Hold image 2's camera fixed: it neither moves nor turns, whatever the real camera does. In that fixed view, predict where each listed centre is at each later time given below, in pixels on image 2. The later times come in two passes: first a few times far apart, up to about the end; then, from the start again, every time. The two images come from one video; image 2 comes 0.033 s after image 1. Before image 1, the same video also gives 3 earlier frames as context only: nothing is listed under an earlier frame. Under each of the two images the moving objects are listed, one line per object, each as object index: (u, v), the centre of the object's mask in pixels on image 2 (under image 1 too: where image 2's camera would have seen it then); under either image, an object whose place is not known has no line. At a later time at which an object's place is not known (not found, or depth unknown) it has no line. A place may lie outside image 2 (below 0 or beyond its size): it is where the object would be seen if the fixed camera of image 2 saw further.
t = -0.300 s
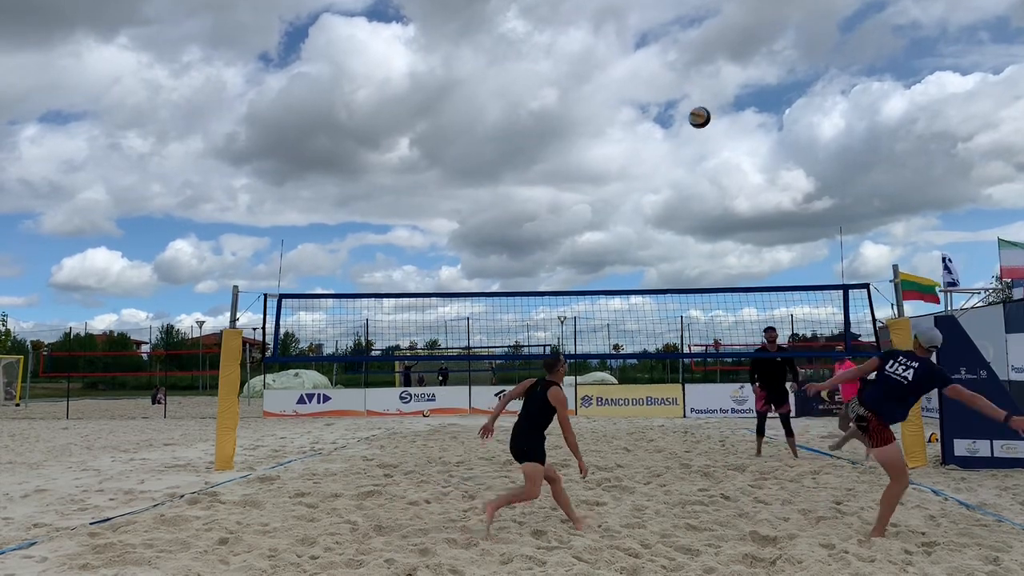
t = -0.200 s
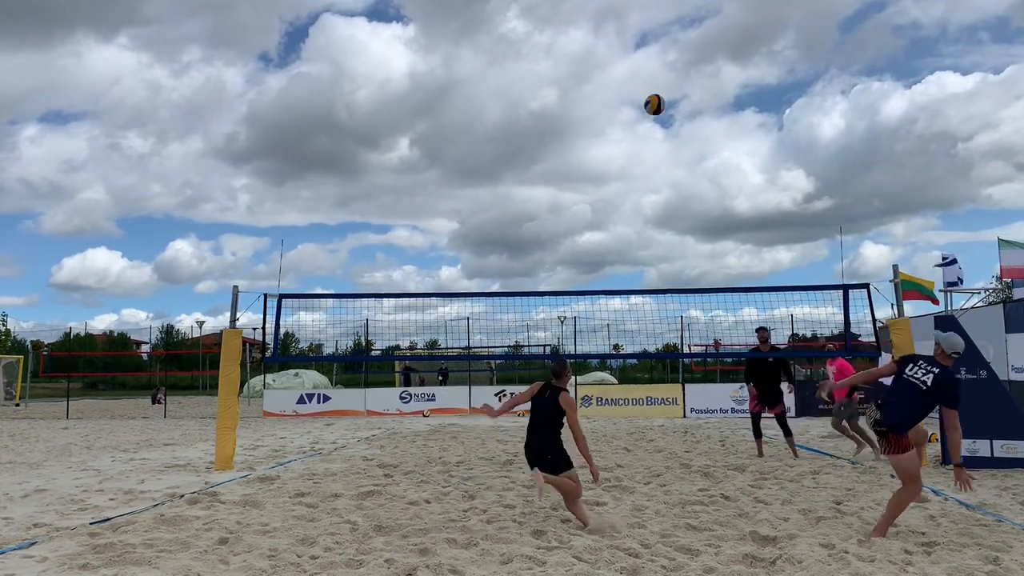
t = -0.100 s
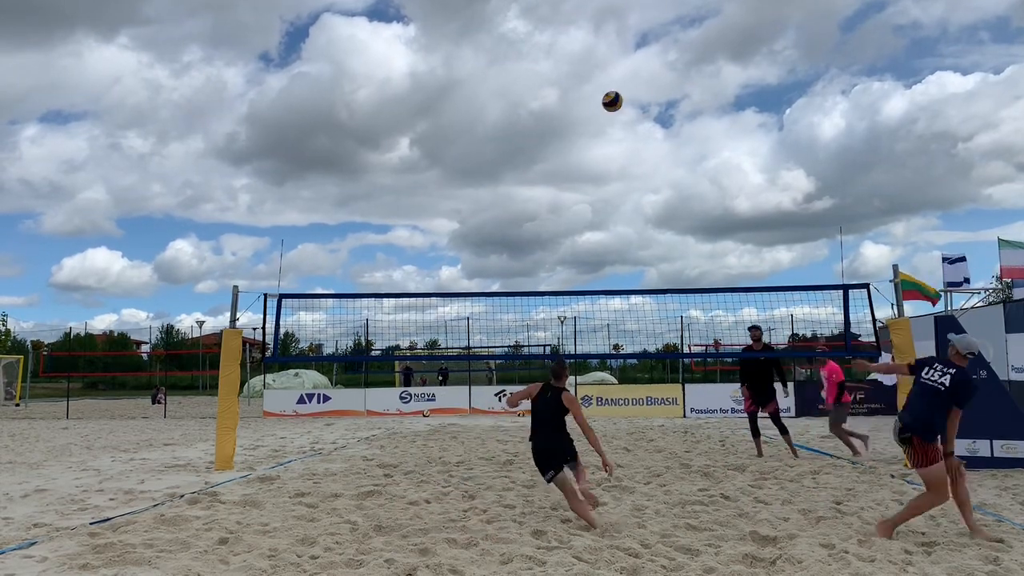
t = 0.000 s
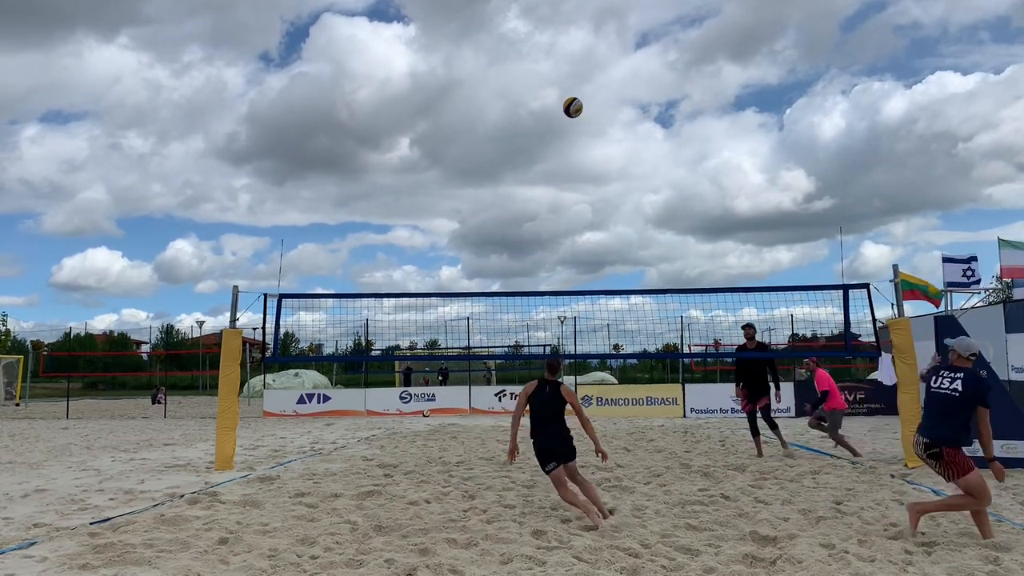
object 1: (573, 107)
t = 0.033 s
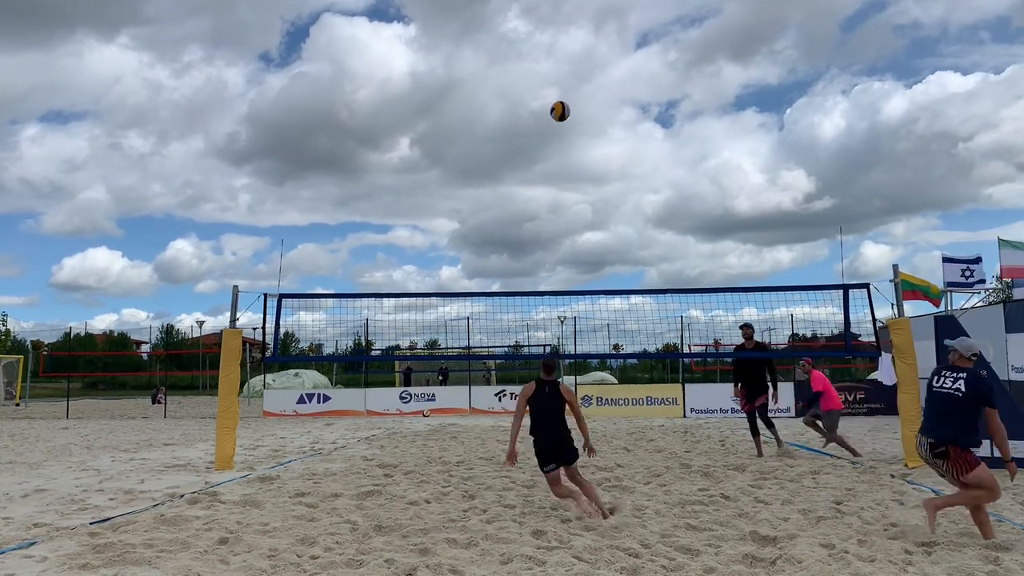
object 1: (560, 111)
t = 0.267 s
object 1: (477, 164)
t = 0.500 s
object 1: (403, 255)
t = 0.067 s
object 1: (547, 116)
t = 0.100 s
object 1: (535, 122)
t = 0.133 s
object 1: (523, 128)
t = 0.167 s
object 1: (511, 136)
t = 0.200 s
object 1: (500, 145)
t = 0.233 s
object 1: (489, 154)
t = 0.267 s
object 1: (477, 164)
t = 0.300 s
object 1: (466, 175)
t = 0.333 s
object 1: (455, 186)
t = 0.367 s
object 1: (444, 198)
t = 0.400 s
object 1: (433, 211)
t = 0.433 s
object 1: (423, 225)
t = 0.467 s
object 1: (413, 240)
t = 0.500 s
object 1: (403, 255)
